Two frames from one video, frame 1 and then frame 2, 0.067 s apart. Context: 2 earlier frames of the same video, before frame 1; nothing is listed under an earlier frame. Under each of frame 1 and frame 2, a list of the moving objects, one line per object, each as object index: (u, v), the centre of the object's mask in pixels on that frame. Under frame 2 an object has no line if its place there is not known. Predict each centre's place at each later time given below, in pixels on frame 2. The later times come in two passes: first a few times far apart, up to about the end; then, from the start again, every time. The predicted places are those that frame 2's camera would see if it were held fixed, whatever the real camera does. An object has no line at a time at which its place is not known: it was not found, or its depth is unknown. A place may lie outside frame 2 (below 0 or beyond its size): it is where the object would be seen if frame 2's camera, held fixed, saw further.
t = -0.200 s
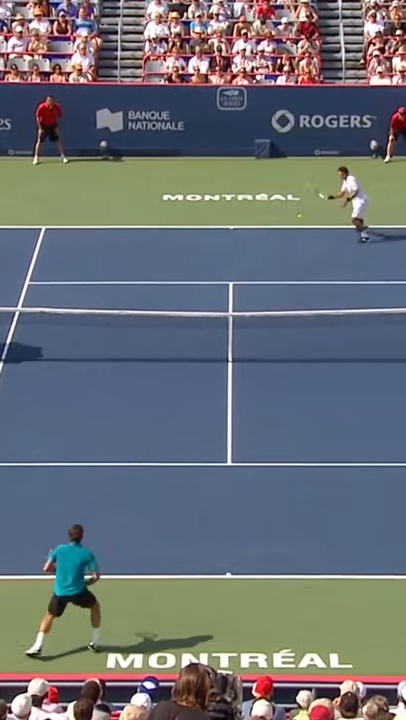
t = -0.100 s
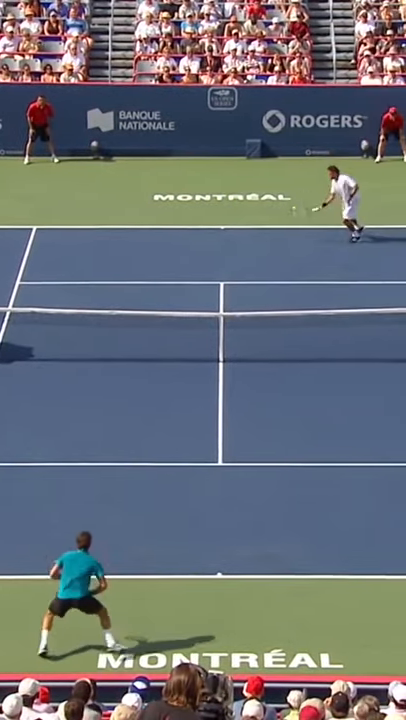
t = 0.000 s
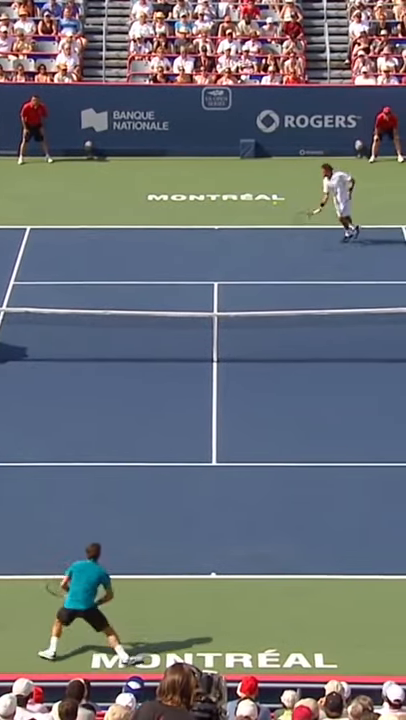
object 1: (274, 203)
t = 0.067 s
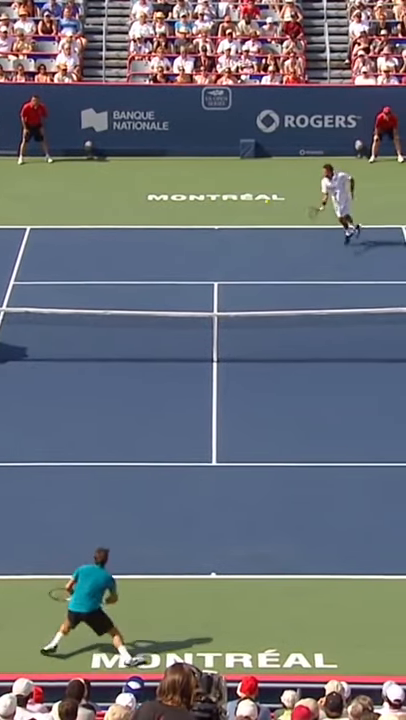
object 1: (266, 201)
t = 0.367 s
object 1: (223, 218)
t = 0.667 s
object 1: (176, 278)
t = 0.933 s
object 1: (130, 368)
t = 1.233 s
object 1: (96, 386)
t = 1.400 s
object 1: (82, 381)
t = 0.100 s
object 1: (261, 202)
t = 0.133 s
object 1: (257, 203)
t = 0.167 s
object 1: (252, 203)
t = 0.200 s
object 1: (247, 204)
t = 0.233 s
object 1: (243, 206)
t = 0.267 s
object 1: (238, 209)
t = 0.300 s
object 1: (233, 212)
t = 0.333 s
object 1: (228, 215)
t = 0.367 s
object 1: (223, 218)
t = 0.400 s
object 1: (218, 222)
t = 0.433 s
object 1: (213, 229)
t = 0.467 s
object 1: (208, 234)
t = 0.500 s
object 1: (203, 240)
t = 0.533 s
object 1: (197, 246)
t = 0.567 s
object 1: (192, 253)
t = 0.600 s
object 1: (187, 261)
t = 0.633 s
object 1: (182, 268)
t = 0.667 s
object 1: (176, 278)
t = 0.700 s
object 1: (170, 288)
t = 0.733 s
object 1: (165, 297)
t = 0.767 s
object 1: (159, 307)
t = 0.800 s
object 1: (153, 319)
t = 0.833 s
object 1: (148, 330)
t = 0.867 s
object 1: (141, 342)
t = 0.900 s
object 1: (136, 355)
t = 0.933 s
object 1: (130, 368)
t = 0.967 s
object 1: (124, 382)
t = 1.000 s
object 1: (118, 397)
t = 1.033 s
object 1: (112, 411)
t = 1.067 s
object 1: (109, 405)
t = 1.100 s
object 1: (107, 400)
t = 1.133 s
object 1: (104, 395)
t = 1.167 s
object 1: (101, 392)
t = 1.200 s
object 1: (98, 389)
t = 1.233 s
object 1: (96, 386)
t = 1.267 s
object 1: (93, 384)
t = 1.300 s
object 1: (90, 382)
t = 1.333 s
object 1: (87, 381)
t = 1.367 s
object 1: (84, 381)
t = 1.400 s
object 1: (82, 381)
